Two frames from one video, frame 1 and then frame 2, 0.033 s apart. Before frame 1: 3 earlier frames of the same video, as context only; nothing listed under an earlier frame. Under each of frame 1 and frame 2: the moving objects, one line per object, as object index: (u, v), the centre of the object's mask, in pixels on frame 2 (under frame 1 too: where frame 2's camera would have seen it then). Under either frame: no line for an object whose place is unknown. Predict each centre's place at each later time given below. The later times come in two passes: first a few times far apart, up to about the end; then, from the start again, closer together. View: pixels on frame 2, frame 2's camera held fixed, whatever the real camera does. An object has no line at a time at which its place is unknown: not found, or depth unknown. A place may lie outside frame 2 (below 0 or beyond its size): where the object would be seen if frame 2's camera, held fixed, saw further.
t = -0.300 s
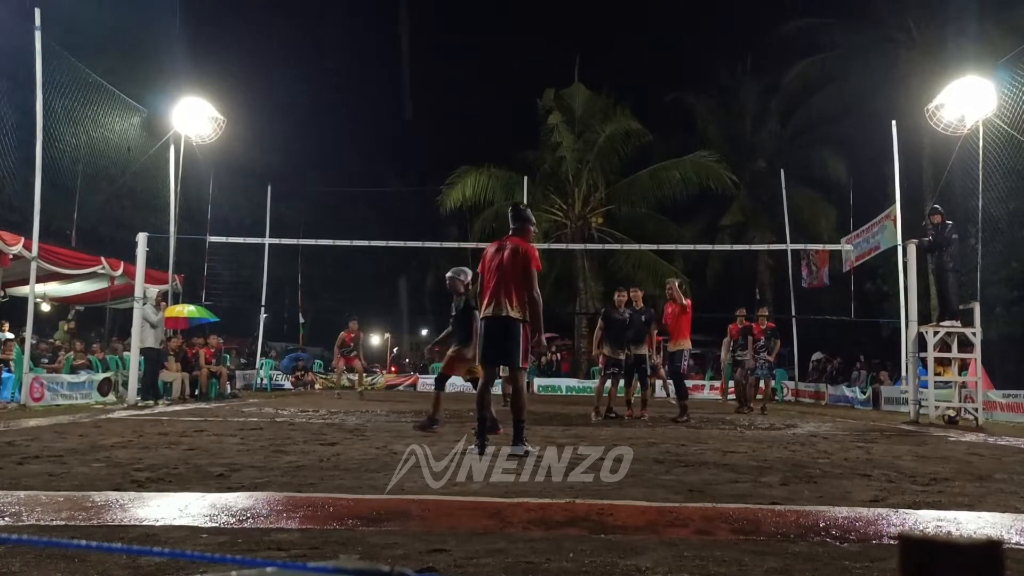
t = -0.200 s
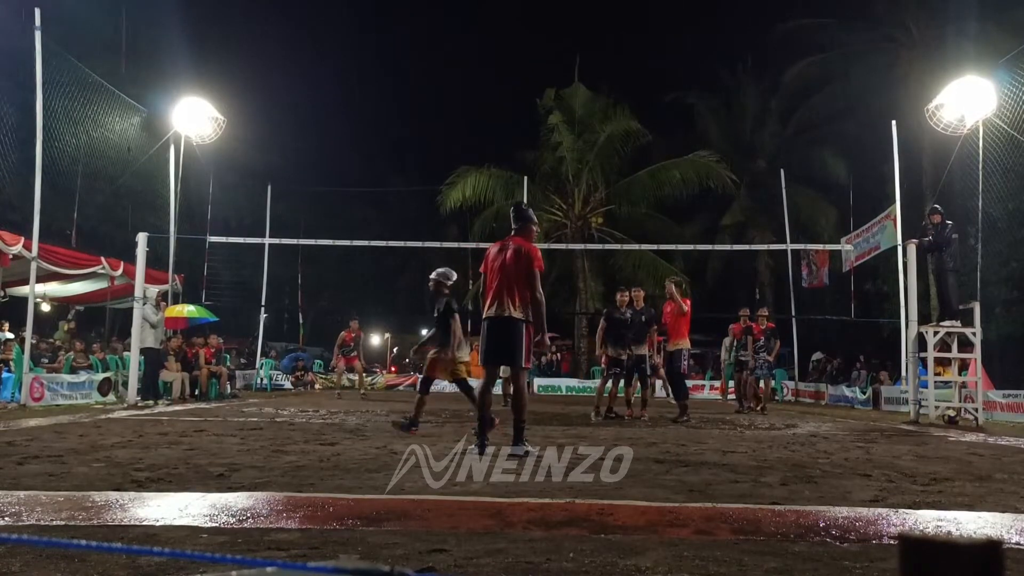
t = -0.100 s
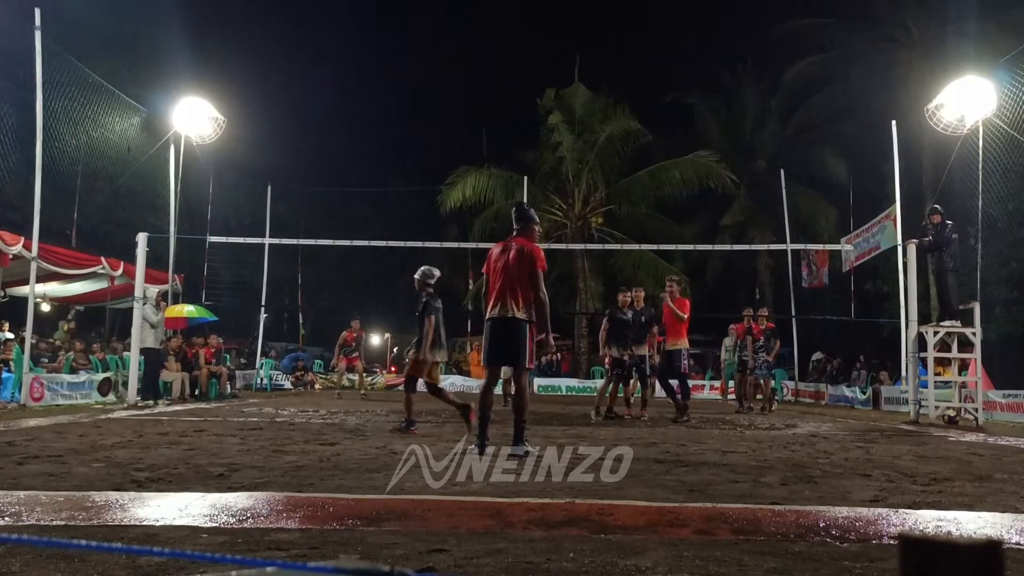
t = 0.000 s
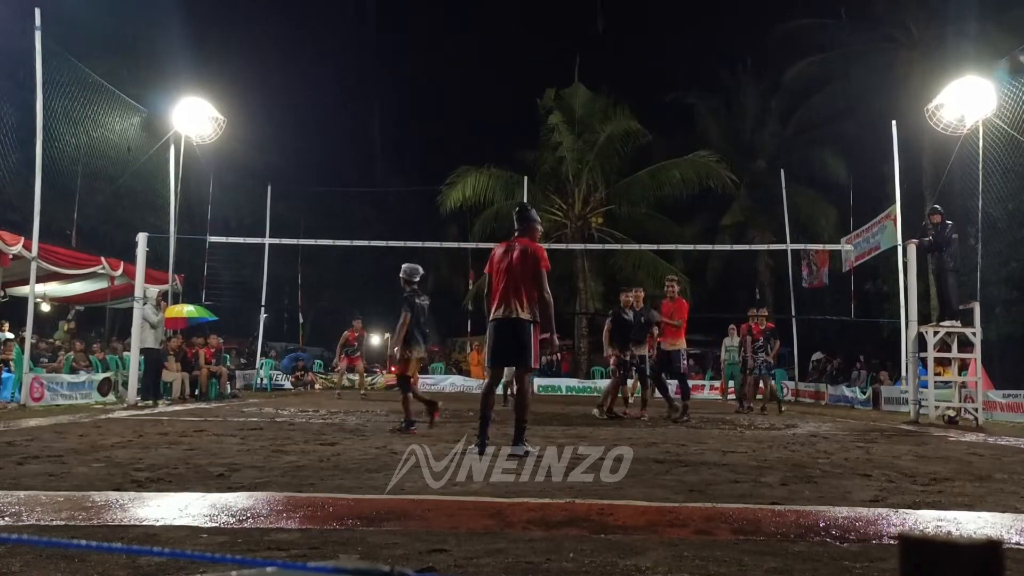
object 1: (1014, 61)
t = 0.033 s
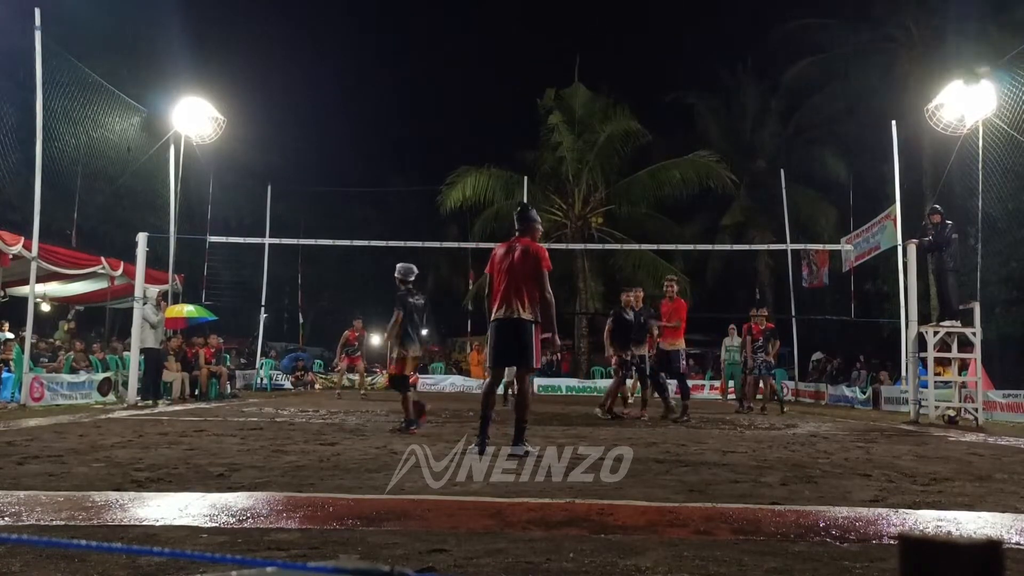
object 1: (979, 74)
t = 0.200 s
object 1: (832, 124)
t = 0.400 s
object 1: (739, 178)
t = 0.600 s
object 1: (682, 228)
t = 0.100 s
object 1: (904, 96)
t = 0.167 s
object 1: (852, 114)
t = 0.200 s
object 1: (832, 124)
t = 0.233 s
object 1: (813, 134)
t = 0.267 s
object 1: (796, 144)
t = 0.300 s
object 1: (780, 153)
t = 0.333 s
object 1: (765, 161)
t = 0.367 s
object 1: (752, 169)
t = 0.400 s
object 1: (739, 178)
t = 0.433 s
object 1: (728, 186)
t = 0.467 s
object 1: (717, 194)
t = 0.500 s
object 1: (707, 202)
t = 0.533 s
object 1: (698, 211)
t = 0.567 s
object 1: (689, 220)
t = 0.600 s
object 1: (682, 228)
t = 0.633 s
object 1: (674, 237)
